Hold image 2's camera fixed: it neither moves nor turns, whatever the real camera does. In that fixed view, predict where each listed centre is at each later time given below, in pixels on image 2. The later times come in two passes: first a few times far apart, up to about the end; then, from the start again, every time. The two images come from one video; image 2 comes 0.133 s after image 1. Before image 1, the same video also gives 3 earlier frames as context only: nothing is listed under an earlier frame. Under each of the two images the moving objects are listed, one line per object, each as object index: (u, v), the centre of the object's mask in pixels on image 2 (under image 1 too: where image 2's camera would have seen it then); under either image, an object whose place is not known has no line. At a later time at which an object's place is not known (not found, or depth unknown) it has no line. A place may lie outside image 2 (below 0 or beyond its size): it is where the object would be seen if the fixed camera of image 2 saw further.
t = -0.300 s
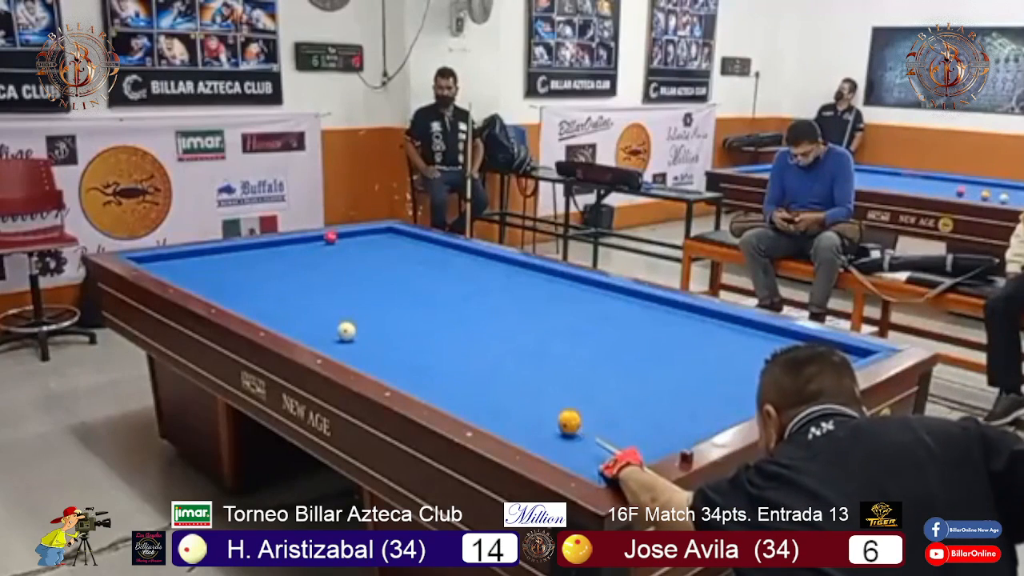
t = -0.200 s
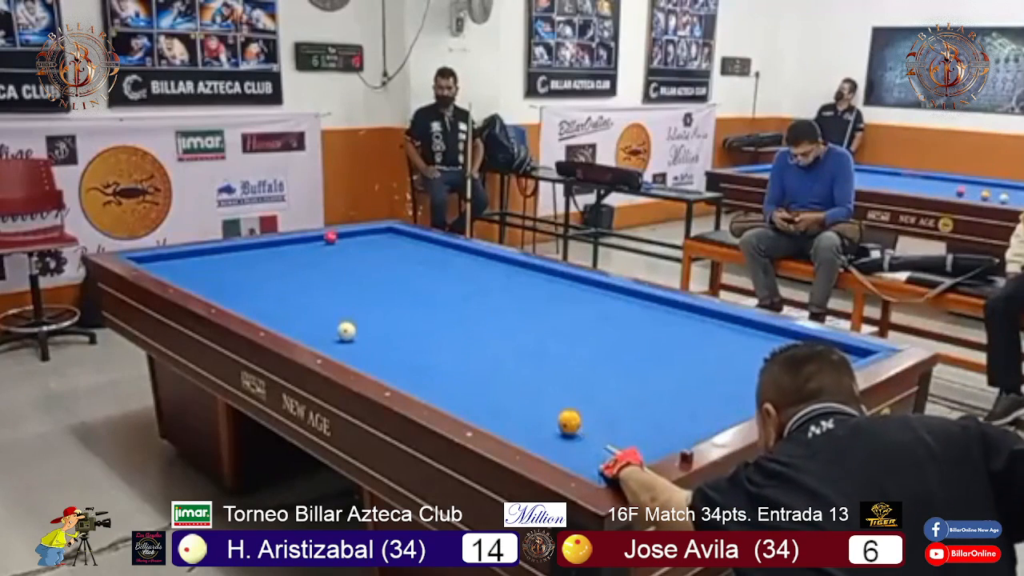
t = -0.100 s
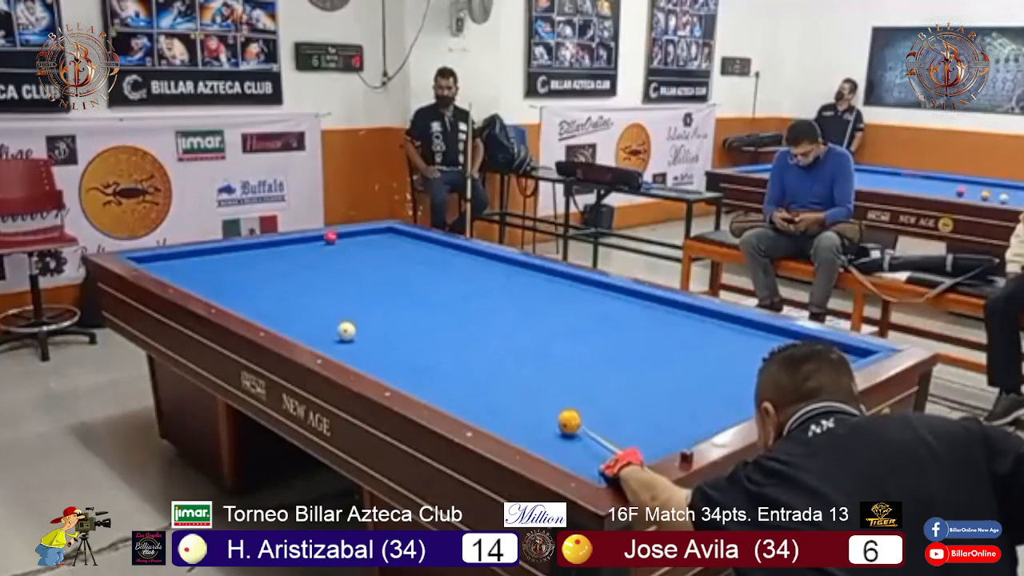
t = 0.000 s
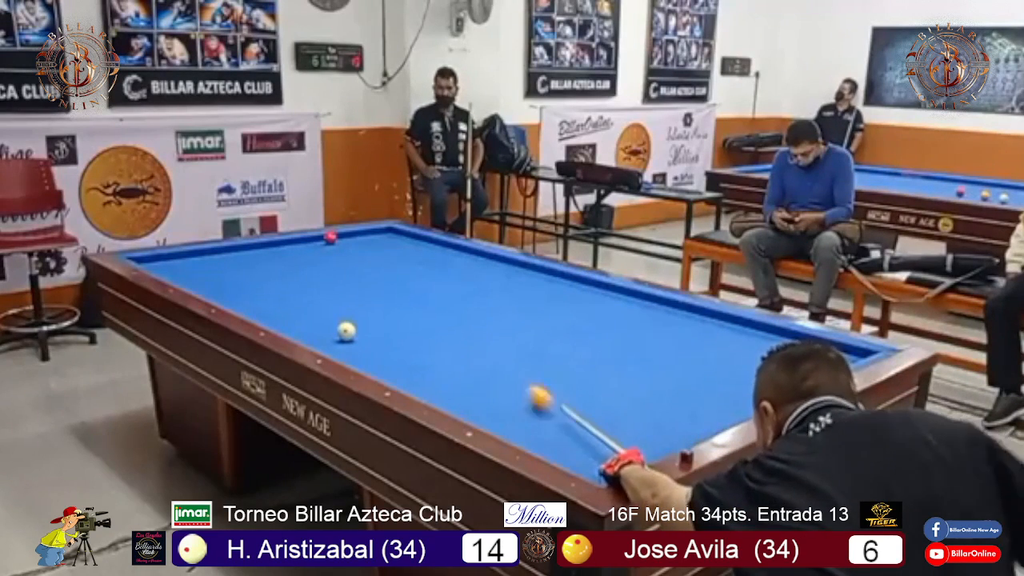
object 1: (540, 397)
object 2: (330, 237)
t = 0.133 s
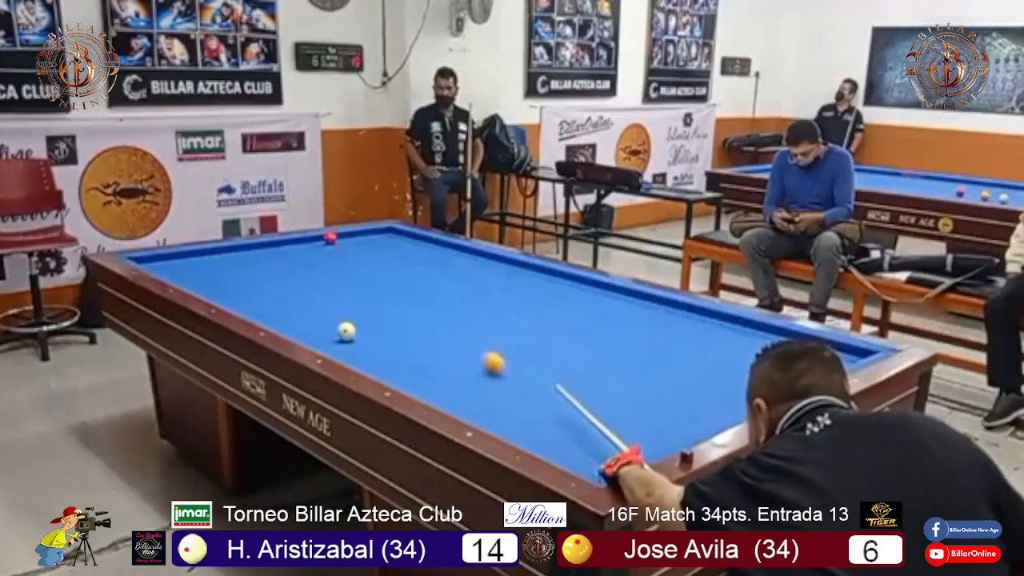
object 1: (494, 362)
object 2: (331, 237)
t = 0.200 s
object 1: (476, 348)
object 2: (330, 237)
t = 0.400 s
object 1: (433, 315)
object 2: (331, 237)
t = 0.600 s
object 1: (399, 287)
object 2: (330, 237)
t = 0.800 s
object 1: (371, 265)
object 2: (330, 237)
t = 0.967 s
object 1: (352, 250)
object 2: (330, 237)
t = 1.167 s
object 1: (347, 238)
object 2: (323, 237)
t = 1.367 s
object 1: (365, 232)
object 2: (342, 244)
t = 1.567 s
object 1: (395, 229)
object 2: (358, 252)
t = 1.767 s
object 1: (388, 235)
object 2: (376, 259)
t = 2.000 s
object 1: (382, 241)
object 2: (398, 268)
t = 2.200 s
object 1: (377, 246)
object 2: (417, 277)
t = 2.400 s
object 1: (372, 252)
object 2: (438, 286)
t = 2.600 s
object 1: (367, 258)
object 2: (461, 296)
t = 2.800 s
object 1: (361, 264)
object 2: (484, 306)
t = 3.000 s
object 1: (356, 271)
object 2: (509, 318)
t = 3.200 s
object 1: (350, 277)
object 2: (536, 330)
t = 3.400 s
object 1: (344, 285)
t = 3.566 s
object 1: (339, 291)
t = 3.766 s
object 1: (332, 298)
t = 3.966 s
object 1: (325, 307)
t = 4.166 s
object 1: (318, 315)
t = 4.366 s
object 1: (310, 325)
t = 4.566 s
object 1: (303, 330)
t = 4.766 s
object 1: (320, 335)
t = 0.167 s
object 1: (485, 354)
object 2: (331, 237)
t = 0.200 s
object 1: (476, 348)
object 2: (330, 237)
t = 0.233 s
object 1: (468, 342)
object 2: (330, 237)
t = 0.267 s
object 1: (461, 336)
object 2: (330, 237)
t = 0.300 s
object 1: (453, 330)
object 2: (330, 237)
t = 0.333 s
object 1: (447, 325)
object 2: (330, 237)
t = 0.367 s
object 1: (440, 319)
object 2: (330, 237)
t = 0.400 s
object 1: (433, 315)
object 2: (331, 237)
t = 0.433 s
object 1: (427, 309)
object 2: (331, 237)
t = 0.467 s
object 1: (421, 305)
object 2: (330, 237)
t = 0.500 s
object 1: (416, 300)
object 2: (331, 237)
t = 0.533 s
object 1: (410, 296)
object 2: (330, 237)
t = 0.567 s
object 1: (405, 292)
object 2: (330, 237)
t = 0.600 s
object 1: (399, 287)
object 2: (330, 237)
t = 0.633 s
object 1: (394, 284)
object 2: (330, 237)
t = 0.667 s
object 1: (390, 280)
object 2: (330, 237)
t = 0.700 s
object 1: (385, 276)
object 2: (330, 237)
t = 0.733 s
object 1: (380, 273)
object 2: (330, 237)
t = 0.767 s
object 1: (376, 269)
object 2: (330, 237)
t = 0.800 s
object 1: (371, 265)
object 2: (330, 237)
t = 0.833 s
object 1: (367, 262)
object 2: (330, 237)
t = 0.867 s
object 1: (363, 258)
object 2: (330, 237)
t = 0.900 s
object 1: (359, 256)
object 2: (330, 237)
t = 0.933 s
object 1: (355, 253)
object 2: (330, 237)
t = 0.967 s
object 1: (352, 250)
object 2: (330, 237)
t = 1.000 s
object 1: (348, 247)
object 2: (330, 237)
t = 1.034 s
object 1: (345, 244)
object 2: (330, 237)
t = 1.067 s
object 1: (341, 242)
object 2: (329, 237)
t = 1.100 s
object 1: (339, 239)
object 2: (328, 237)
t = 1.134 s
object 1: (343, 238)
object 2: (324, 236)
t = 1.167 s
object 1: (347, 238)
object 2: (323, 237)
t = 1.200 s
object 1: (351, 237)
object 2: (327, 237)
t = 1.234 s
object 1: (354, 236)
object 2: (330, 239)
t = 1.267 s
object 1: (357, 235)
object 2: (333, 240)
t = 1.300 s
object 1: (360, 234)
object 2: (336, 242)
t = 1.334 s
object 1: (363, 232)
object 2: (338, 243)
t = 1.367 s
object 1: (365, 232)
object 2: (342, 244)
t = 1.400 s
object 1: (368, 230)
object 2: (344, 245)
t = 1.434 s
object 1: (375, 230)
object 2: (347, 247)
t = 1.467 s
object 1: (382, 229)
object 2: (350, 248)
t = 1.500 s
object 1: (388, 229)
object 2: (353, 249)
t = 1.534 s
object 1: (393, 229)
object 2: (356, 250)
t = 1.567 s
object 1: (395, 229)
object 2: (358, 252)
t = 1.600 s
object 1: (393, 230)
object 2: (361, 253)
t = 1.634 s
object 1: (391, 231)
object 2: (364, 254)
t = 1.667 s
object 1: (390, 232)
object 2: (367, 256)
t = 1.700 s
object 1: (389, 233)
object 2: (370, 256)
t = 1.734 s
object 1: (388, 234)
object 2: (372, 258)
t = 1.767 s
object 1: (388, 235)
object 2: (376, 259)
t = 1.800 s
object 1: (387, 235)
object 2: (379, 260)
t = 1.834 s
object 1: (386, 236)
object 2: (382, 262)
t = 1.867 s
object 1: (385, 237)
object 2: (385, 263)
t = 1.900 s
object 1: (385, 238)
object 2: (388, 264)
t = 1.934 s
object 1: (384, 239)
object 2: (391, 266)
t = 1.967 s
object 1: (383, 240)
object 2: (394, 267)
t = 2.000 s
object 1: (382, 241)
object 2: (398, 268)
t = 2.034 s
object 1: (381, 242)
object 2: (400, 270)
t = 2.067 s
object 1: (381, 242)
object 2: (403, 271)
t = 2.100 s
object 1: (380, 243)
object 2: (407, 273)
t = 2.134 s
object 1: (379, 244)
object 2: (410, 274)
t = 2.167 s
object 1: (378, 245)
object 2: (414, 276)
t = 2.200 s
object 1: (377, 246)
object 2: (417, 277)
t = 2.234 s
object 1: (376, 247)
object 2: (420, 278)
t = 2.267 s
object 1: (376, 248)
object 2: (424, 280)
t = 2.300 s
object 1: (375, 249)
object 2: (428, 282)
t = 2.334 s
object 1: (374, 250)
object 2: (431, 283)
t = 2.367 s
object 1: (373, 251)
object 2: (435, 285)
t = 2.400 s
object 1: (372, 252)
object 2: (438, 286)
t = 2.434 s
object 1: (371, 253)
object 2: (441, 288)
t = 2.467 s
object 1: (370, 254)
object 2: (445, 290)
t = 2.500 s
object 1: (370, 255)
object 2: (449, 291)
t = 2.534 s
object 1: (369, 256)
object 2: (453, 293)
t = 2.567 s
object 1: (368, 257)
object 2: (457, 294)
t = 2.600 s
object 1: (367, 258)
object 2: (461, 296)
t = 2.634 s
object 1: (366, 259)
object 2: (464, 298)
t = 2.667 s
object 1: (365, 260)
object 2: (468, 300)
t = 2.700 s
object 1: (364, 261)
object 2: (472, 301)
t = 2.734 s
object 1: (363, 262)
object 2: (476, 303)
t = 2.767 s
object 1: (362, 263)
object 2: (480, 305)
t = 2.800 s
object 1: (361, 264)
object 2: (484, 306)
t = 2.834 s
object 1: (361, 265)
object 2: (488, 308)
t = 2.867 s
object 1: (360, 267)
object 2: (492, 310)
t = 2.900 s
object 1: (359, 268)
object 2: (496, 312)
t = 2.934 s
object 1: (357, 268)
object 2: (500, 313)
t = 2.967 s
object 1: (357, 270)
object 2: (505, 316)
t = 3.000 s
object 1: (356, 271)
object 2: (509, 318)
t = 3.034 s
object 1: (355, 272)
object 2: (513, 320)
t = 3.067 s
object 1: (354, 273)
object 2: (518, 321)
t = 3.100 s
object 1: (353, 274)
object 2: (522, 323)
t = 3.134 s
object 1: (352, 275)
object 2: (527, 325)
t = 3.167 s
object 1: (351, 276)
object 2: (532, 327)
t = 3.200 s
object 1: (350, 277)
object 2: (536, 330)
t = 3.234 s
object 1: (349, 278)
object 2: (541, 332)
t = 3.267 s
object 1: (348, 280)
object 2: (546, 333)
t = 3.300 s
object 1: (347, 281)
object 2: (551, 336)
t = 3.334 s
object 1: (346, 282)
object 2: (556, 338)
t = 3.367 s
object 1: (345, 283)
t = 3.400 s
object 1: (344, 285)
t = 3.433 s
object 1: (343, 286)
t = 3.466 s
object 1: (342, 287)
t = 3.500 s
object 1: (341, 288)
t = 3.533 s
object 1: (340, 290)
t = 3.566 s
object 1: (339, 291)
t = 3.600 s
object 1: (338, 292)
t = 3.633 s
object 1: (337, 293)
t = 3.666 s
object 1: (336, 294)
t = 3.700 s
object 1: (334, 296)
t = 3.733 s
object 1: (334, 297)
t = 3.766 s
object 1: (332, 298)
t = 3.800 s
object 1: (331, 300)
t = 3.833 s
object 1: (330, 301)
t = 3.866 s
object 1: (329, 303)
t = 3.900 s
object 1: (328, 303)
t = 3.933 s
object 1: (327, 305)
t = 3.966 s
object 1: (325, 307)
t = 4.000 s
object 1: (324, 308)
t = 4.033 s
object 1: (323, 309)
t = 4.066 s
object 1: (322, 310)
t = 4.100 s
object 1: (321, 312)
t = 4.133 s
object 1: (320, 314)
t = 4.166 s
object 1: (318, 315)
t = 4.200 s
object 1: (317, 317)
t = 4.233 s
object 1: (316, 318)
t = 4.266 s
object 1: (314, 319)
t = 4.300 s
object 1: (313, 321)
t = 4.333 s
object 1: (312, 322)
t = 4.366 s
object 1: (310, 325)
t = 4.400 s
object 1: (309, 326)
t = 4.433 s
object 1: (308, 327)
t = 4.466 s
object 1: (306, 328)
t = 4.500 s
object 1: (305, 329)
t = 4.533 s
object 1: (304, 330)
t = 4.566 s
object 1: (303, 330)
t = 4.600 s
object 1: (305, 331)
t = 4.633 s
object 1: (308, 332)
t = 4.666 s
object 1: (311, 333)
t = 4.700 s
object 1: (314, 334)
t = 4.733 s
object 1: (317, 334)
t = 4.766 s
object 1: (320, 335)
